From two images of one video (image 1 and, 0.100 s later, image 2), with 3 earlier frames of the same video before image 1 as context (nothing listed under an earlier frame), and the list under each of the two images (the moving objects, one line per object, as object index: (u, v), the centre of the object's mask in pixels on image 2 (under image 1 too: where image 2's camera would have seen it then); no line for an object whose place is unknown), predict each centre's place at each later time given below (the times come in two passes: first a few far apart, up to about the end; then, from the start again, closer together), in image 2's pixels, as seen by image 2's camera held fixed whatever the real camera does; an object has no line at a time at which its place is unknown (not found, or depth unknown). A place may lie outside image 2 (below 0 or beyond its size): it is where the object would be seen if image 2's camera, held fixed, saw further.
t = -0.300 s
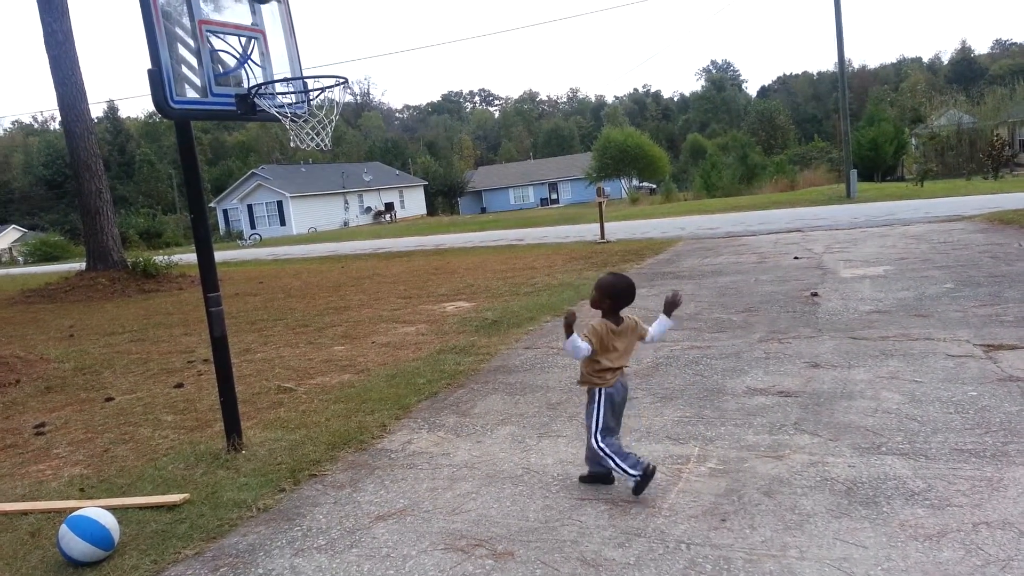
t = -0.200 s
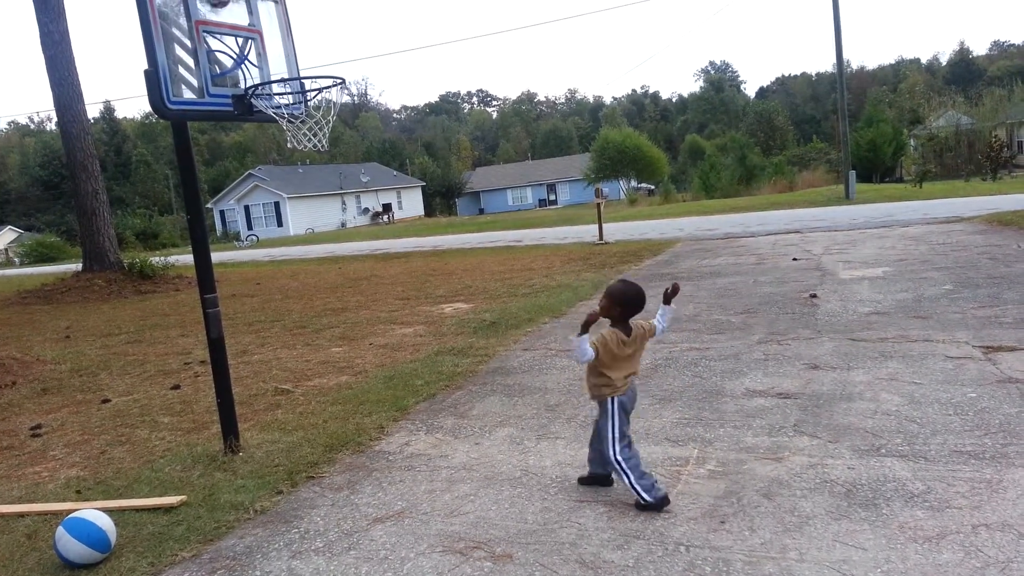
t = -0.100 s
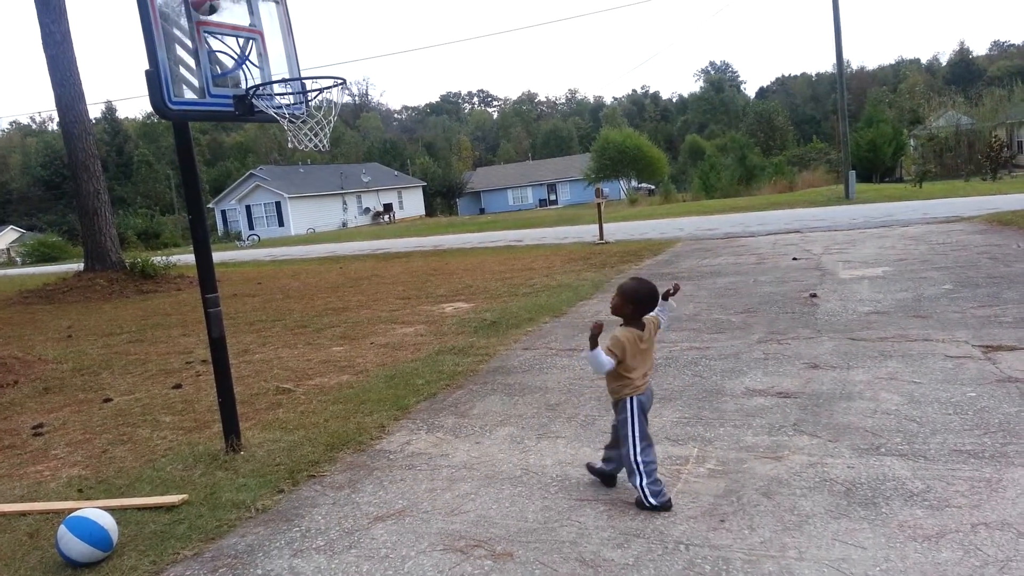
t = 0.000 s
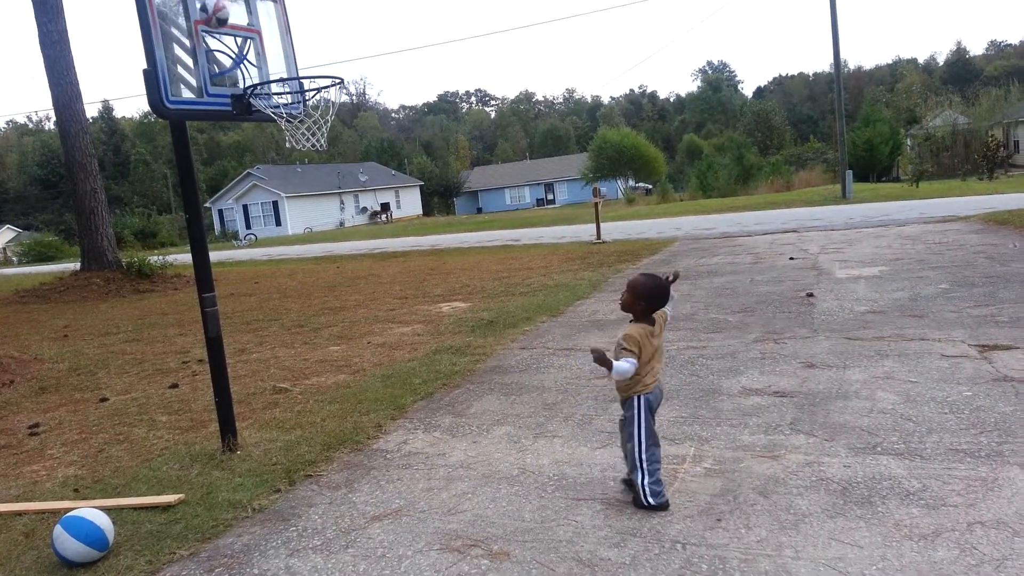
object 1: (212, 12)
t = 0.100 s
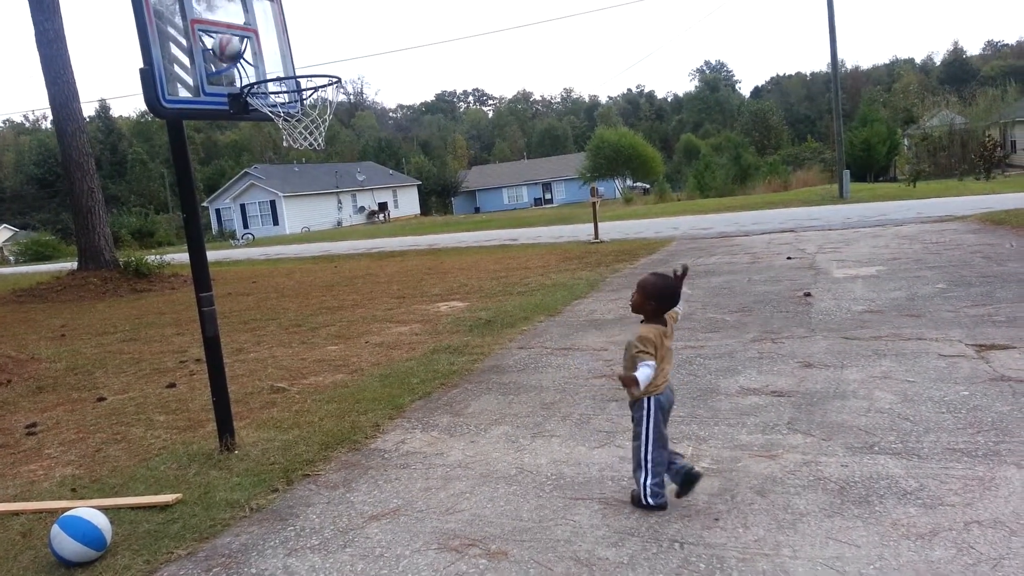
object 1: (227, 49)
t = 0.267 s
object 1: (261, 162)
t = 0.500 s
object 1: (328, 429)
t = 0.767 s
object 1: (354, 429)
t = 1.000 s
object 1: (386, 476)
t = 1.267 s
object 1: (418, 510)
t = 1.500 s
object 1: (447, 516)
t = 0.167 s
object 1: (239, 86)
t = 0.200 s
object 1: (244, 107)
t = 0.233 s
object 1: (254, 133)
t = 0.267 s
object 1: (261, 162)
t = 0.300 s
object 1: (270, 193)
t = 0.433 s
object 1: (307, 341)
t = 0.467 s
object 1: (317, 385)
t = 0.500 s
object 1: (328, 429)
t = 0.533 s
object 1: (338, 481)
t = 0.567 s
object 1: (341, 480)
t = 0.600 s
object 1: (342, 467)
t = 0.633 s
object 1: (344, 455)
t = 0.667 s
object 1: (345, 446)
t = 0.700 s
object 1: (348, 438)
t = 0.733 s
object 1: (352, 433)
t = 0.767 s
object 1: (354, 429)
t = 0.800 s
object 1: (358, 428)
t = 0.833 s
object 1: (362, 430)
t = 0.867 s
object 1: (366, 434)
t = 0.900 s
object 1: (370, 441)
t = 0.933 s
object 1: (374, 449)
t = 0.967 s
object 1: (381, 461)
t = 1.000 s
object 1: (386, 476)
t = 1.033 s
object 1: (392, 494)
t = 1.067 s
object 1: (397, 502)
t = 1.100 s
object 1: (400, 497)
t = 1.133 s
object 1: (403, 495)
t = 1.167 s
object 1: (407, 496)
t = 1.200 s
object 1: (410, 499)
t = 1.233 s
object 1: (415, 502)
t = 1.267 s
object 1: (418, 510)
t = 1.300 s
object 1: (421, 509)
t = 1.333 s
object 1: (425, 508)
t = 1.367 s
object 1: (430, 509)
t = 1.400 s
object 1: (434, 512)
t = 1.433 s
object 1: (437, 513)
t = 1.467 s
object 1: (442, 516)
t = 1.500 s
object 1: (447, 516)
